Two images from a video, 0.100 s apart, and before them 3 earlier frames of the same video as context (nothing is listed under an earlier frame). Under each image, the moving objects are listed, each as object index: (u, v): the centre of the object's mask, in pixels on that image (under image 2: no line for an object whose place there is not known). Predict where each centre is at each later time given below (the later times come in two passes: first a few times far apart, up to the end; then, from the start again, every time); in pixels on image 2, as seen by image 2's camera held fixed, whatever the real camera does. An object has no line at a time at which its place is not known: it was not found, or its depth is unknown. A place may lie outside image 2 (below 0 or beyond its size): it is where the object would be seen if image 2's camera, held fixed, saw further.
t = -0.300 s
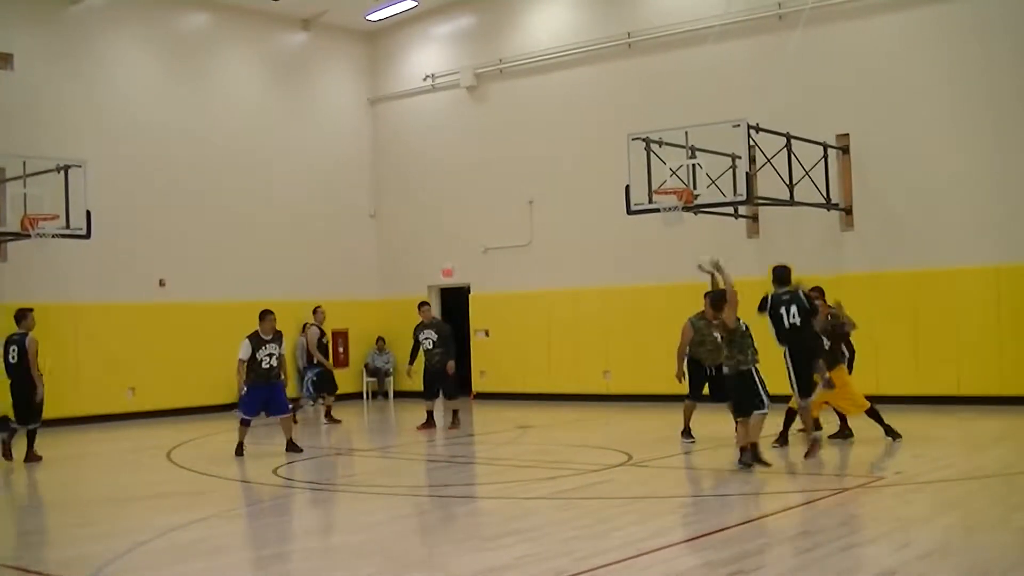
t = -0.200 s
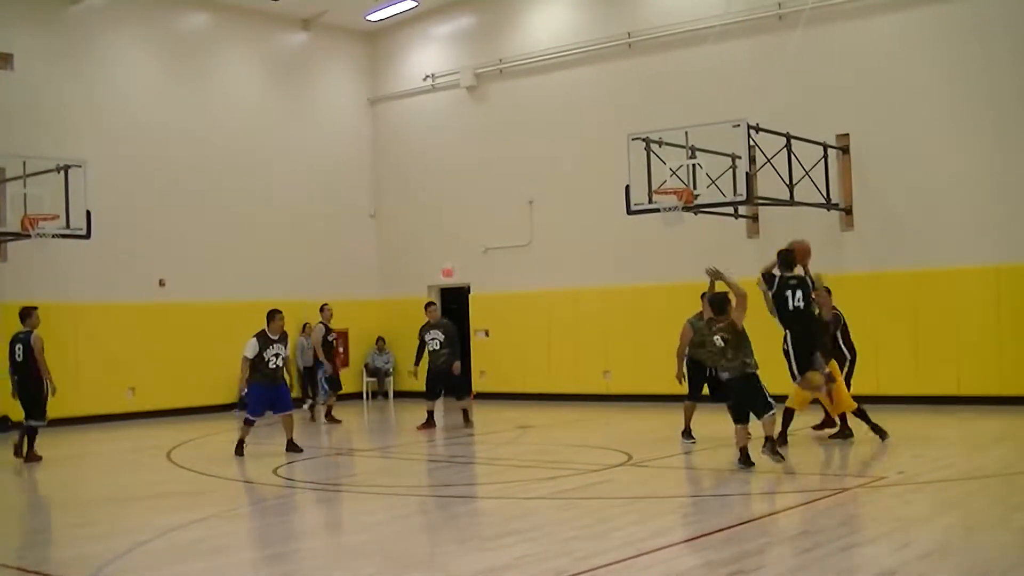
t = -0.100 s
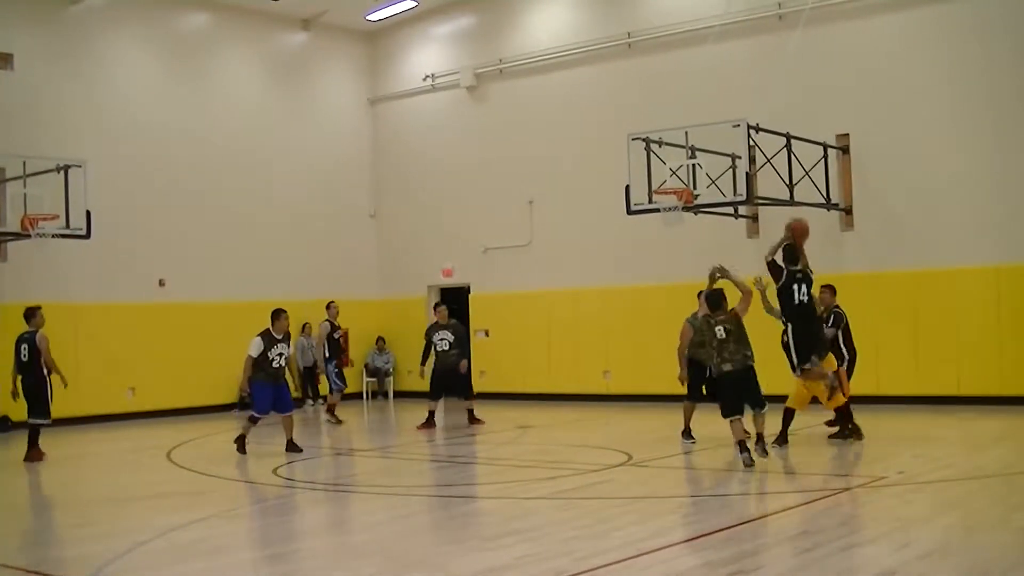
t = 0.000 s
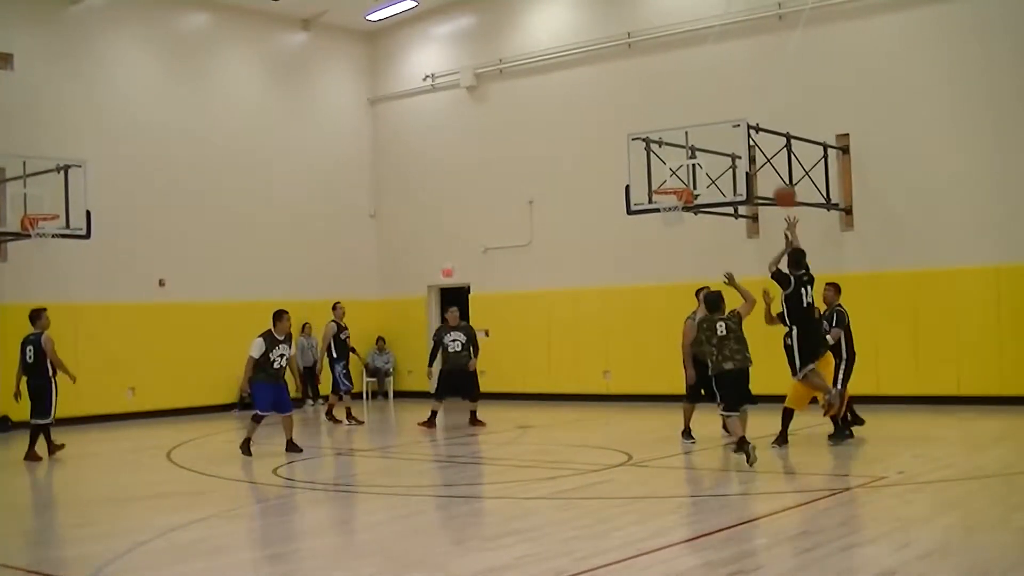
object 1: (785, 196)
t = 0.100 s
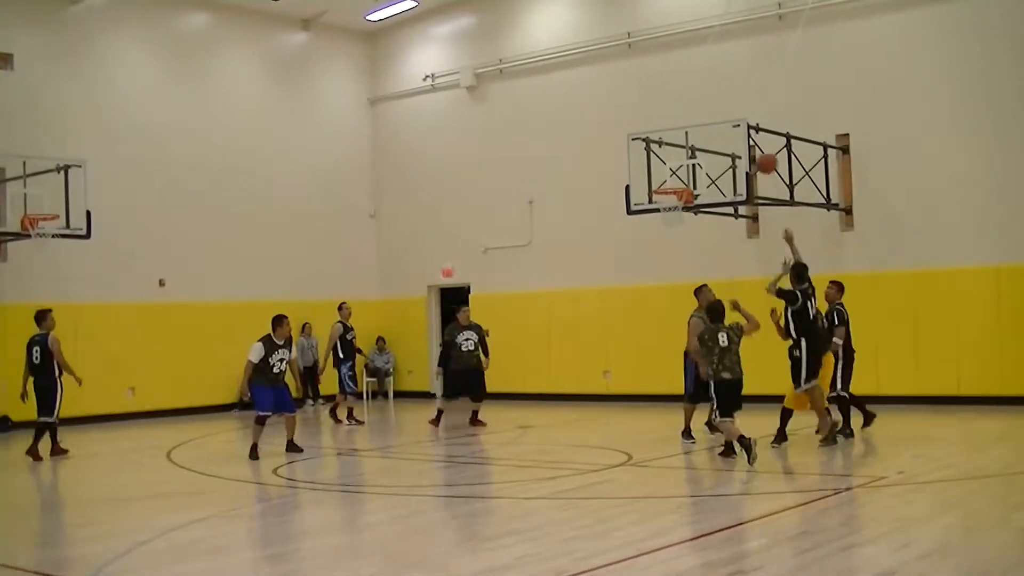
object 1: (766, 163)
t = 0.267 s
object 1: (740, 133)
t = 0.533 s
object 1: (705, 135)
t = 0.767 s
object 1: (681, 179)
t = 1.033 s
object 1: (656, 145)
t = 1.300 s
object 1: (631, 156)
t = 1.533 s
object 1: (613, 208)
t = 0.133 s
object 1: (760, 155)
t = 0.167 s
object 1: (755, 147)
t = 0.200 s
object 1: (750, 142)
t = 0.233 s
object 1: (745, 137)
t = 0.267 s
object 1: (740, 133)
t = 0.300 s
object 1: (735, 130)
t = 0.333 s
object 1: (730, 128)
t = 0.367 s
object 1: (726, 127)
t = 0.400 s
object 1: (722, 127)
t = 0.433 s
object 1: (717, 128)
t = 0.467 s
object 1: (713, 129)
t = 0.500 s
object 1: (709, 132)
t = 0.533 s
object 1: (705, 135)
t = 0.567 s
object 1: (701, 139)
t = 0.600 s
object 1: (698, 144)
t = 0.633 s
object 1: (695, 149)
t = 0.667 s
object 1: (691, 155)
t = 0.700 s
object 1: (687, 162)
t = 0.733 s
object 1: (685, 170)
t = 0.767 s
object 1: (681, 179)
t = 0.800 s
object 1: (679, 178)
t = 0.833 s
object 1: (675, 171)
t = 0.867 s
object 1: (672, 165)
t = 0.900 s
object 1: (668, 160)
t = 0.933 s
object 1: (665, 155)
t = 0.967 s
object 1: (661, 150)
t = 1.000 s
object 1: (657, 148)
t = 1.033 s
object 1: (656, 145)
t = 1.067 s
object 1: (652, 144)
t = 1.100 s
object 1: (650, 144)
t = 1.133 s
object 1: (647, 144)
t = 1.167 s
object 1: (644, 145)
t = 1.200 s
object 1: (641, 146)
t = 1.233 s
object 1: (638, 148)
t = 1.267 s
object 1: (634, 152)
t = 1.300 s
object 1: (631, 156)
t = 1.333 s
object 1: (628, 162)
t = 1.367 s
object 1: (625, 167)
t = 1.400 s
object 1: (623, 174)
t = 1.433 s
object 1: (621, 181)
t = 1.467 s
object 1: (618, 189)
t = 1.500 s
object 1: (616, 198)
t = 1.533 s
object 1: (613, 208)
